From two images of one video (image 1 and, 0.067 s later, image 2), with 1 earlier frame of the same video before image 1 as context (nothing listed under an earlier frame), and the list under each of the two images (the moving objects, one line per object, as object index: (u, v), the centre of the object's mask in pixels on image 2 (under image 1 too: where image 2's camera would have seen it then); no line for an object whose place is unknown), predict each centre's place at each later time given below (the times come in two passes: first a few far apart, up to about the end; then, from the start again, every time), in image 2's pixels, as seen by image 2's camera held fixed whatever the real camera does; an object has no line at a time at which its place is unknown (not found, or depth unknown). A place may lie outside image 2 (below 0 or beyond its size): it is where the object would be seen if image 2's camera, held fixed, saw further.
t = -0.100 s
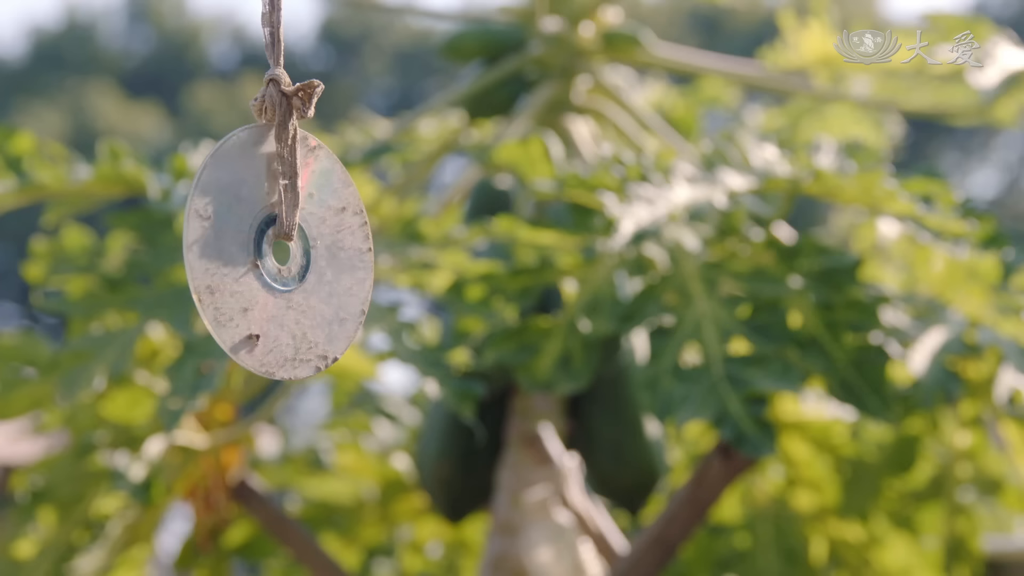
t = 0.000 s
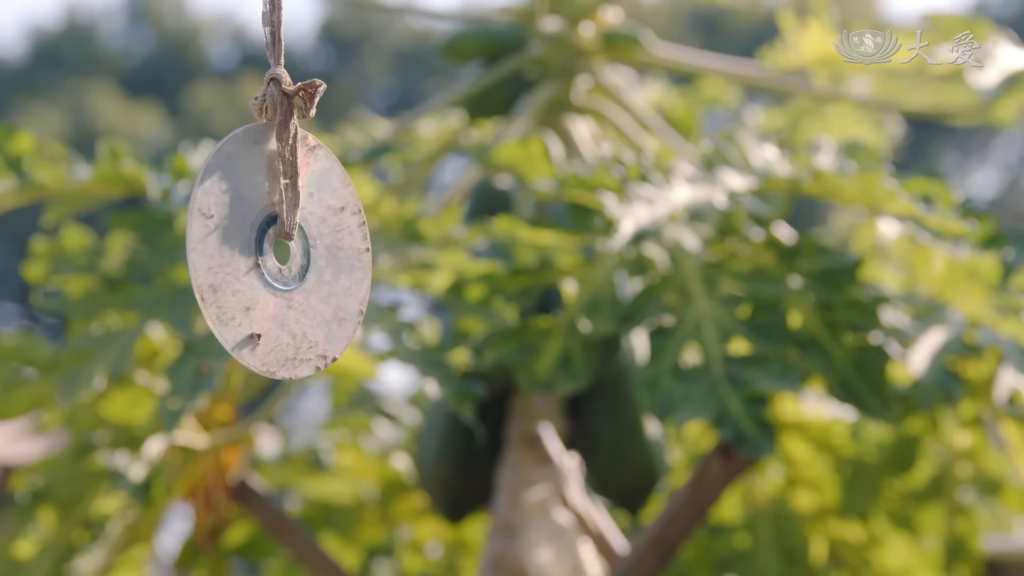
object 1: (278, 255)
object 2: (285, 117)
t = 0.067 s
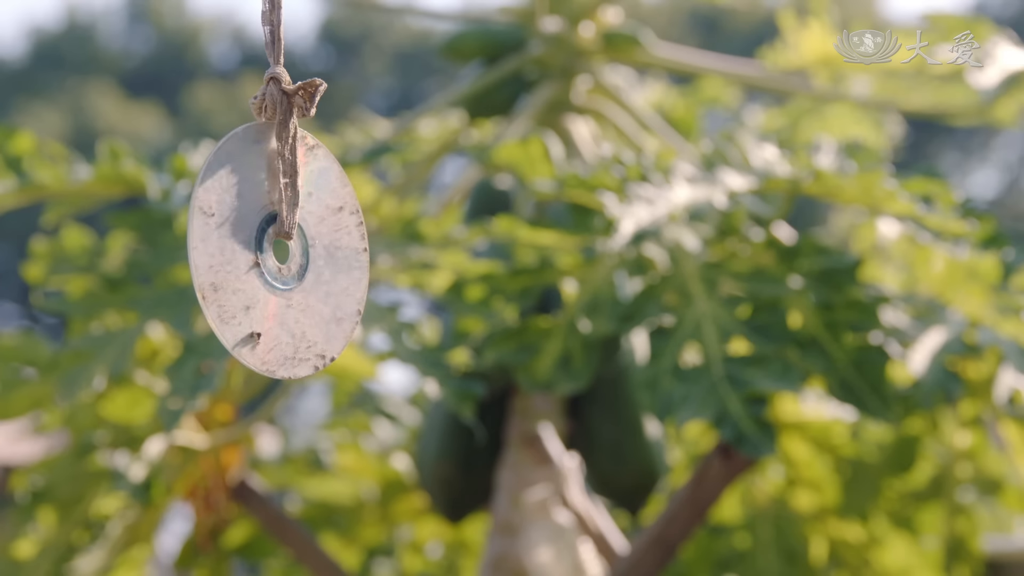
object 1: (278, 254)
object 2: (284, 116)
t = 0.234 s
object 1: (272, 254)
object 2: (280, 113)
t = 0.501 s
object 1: (260, 250)
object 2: (270, 108)
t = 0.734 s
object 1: (257, 249)
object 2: (268, 107)
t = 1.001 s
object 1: (269, 253)
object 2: (278, 110)
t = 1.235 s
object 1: (287, 255)
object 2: (293, 113)
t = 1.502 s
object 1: (296, 254)
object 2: (300, 116)
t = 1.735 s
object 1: (285, 251)
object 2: (290, 117)
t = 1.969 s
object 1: (267, 243)
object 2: (271, 117)
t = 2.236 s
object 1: (254, 245)
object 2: (262, 114)
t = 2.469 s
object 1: (263, 249)
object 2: (270, 116)
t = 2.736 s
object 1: (279, 253)
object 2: (284, 117)
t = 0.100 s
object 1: (278, 255)
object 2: (284, 115)
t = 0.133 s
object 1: (276, 255)
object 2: (283, 115)
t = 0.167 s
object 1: (275, 255)
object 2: (282, 114)
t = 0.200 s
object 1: (274, 254)
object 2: (282, 114)
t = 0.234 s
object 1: (272, 254)
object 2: (280, 113)
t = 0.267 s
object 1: (269, 254)
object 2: (279, 113)
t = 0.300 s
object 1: (269, 253)
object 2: (278, 112)
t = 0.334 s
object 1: (268, 252)
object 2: (277, 112)
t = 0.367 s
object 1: (266, 251)
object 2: (276, 110)
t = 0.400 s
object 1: (264, 251)
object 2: (274, 110)
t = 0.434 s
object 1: (263, 251)
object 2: (273, 110)
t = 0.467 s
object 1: (262, 250)
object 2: (272, 109)
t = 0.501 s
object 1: (260, 250)
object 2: (270, 108)
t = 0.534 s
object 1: (258, 250)
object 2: (270, 107)
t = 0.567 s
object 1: (257, 249)
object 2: (269, 108)
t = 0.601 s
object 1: (257, 249)
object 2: (268, 107)
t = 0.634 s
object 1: (256, 249)
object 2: (267, 108)
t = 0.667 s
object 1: (256, 249)
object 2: (267, 107)
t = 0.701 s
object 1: (256, 250)
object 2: (267, 107)
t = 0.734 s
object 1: (257, 249)
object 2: (268, 107)
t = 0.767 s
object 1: (257, 250)
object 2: (268, 108)
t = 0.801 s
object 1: (258, 251)
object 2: (269, 108)
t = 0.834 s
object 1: (259, 251)
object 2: (270, 108)
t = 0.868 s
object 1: (261, 251)
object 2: (272, 109)
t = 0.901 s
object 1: (263, 252)
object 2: (273, 108)
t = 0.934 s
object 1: (264, 252)
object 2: (275, 108)
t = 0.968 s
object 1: (267, 253)
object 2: (276, 110)
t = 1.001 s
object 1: (269, 253)
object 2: (278, 110)
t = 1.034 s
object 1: (272, 254)
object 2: (280, 111)
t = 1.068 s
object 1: (274, 254)
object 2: (283, 110)
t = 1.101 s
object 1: (276, 256)
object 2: (285, 111)
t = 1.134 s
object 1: (280, 255)
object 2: (287, 112)
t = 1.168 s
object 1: (281, 255)
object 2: (289, 112)
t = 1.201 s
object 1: (284, 254)
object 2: (291, 112)
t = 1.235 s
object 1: (287, 255)
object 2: (293, 113)
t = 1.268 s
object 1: (288, 255)
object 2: (295, 114)
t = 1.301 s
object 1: (291, 255)
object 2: (297, 114)
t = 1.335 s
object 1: (293, 255)
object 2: (298, 114)
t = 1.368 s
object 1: (294, 255)
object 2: (299, 115)
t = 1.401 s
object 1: (295, 254)
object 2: (300, 115)
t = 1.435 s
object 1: (296, 254)
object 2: (301, 115)
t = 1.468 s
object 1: (296, 254)
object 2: (301, 115)
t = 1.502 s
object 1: (296, 254)
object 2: (300, 116)
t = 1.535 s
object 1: (295, 254)
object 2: (300, 116)
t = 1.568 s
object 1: (294, 254)
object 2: (299, 116)
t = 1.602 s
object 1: (292, 253)
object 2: (297, 116)
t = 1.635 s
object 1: (291, 252)
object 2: (296, 116)
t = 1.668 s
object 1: (290, 251)
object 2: (294, 117)
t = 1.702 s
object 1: (287, 251)
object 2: (292, 116)
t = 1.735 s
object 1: (285, 251)
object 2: (290, 117)
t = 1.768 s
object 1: (282, 247)
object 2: (287, 117)
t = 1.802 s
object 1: (281, 247)
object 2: (285, 116)
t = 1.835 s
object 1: (275, 249)
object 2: (282, 117)
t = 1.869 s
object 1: (272, 247)
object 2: (279, 115)
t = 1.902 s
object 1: (269, 245)
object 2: (277, 114)
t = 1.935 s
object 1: (267, 245)
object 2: (274, 114)
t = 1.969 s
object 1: (267, 243)
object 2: (271, 117)
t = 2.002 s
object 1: (262, 245)
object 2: (270, 113)
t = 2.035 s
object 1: (260, 245)
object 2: (267, 114)
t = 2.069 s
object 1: (258, 244)
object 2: (266, 114)
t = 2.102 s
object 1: (256, 244)
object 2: (264, 113)
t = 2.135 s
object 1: (254, 244)
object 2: (263, 113)
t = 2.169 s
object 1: (255, 244)
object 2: (263, 113)
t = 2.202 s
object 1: (254, 244)
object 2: (262, 114)
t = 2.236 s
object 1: (254, 245)
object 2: (262, 114)
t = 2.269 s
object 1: (254, 245)
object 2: (262, 114)
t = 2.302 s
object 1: (255, 246)
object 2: (263, 114)
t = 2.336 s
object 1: (256, 247)
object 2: (264, 115)
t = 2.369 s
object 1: (257, 247)
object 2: (264, 115)
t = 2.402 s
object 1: (259, 248)
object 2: (266, 115)
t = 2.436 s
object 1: (261, 249)
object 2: (268, 116)
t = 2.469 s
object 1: (263, 249)
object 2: (270, 116)
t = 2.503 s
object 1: (265, 250)
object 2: (271, 117)
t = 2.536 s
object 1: (267, 250)
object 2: (273, 117)
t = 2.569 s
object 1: (269, 250)
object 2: (275, 118)
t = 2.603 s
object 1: (273, 251)
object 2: (277, 117)
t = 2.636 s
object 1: (274, 251)
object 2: (279, 117)
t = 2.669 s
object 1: (276, 252)
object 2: (281, 117)
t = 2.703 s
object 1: (278, 252)
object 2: (283, 118)
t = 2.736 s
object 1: (279, 253)
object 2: (284, 117)
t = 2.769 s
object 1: (281, 256)
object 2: (286, 121)
